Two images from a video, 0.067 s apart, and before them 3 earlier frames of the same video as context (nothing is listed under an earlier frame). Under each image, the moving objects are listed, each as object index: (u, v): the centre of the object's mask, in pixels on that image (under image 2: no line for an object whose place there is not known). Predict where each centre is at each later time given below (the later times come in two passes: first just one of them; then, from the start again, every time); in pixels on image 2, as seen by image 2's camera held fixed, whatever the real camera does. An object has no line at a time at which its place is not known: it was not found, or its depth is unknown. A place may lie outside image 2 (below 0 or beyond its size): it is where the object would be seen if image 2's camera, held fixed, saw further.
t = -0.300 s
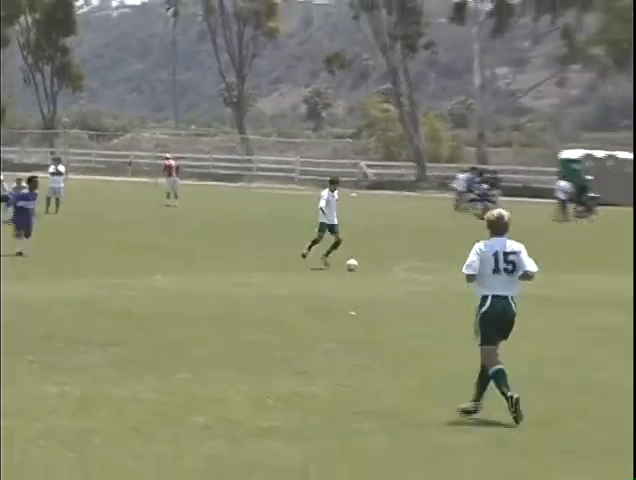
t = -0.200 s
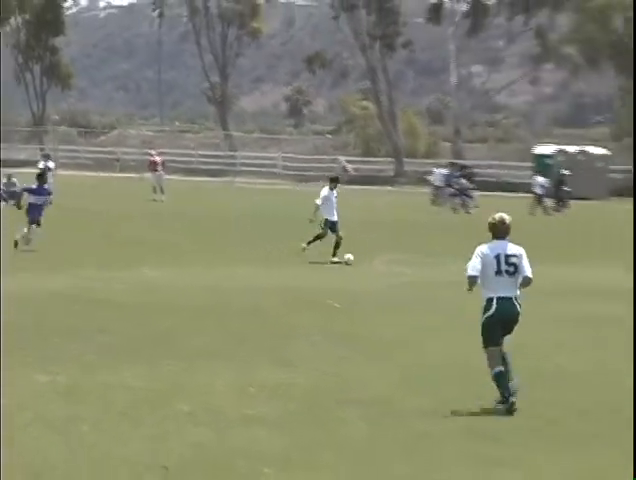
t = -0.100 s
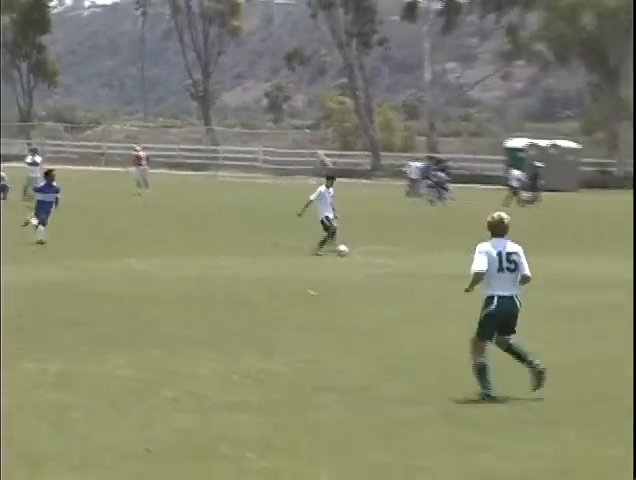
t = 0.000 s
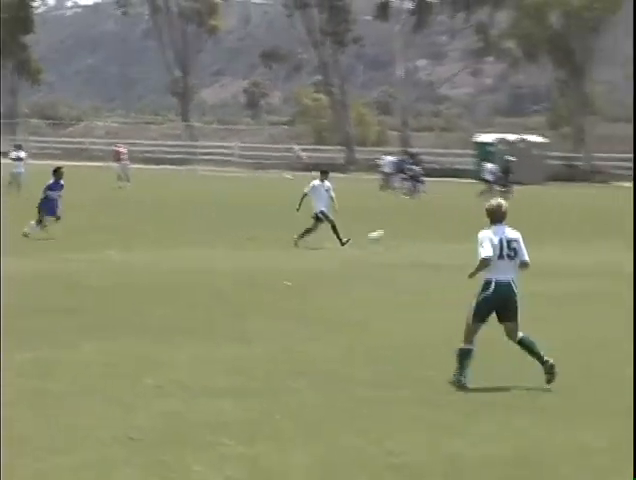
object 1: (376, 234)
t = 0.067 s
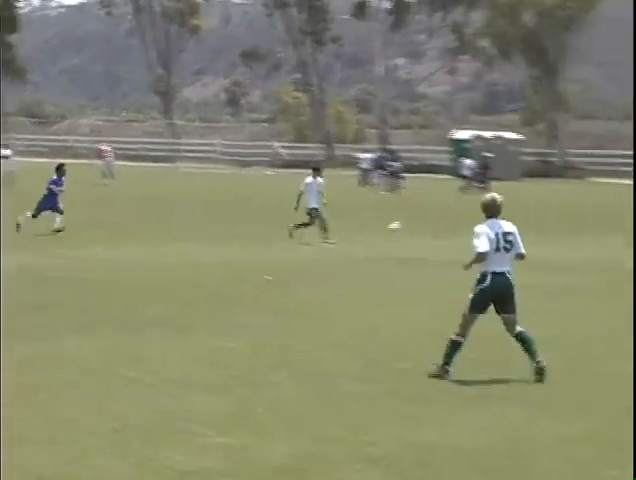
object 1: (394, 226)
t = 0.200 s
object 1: (461, 222)
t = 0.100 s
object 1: (414, 223)
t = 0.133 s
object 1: (432, 222)
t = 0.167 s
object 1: (446, 223)
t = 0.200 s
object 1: (461, 222)
